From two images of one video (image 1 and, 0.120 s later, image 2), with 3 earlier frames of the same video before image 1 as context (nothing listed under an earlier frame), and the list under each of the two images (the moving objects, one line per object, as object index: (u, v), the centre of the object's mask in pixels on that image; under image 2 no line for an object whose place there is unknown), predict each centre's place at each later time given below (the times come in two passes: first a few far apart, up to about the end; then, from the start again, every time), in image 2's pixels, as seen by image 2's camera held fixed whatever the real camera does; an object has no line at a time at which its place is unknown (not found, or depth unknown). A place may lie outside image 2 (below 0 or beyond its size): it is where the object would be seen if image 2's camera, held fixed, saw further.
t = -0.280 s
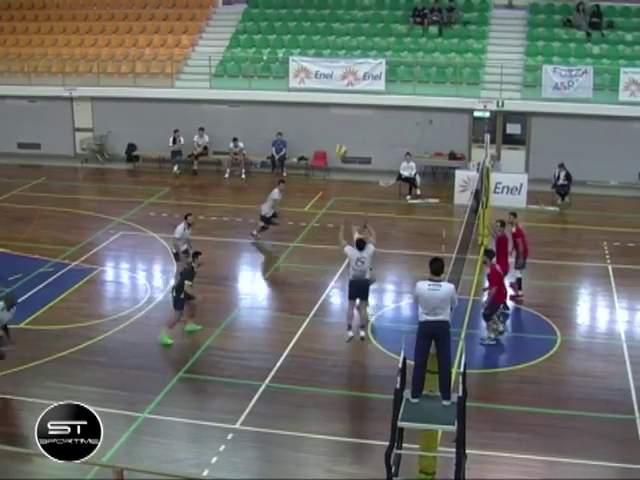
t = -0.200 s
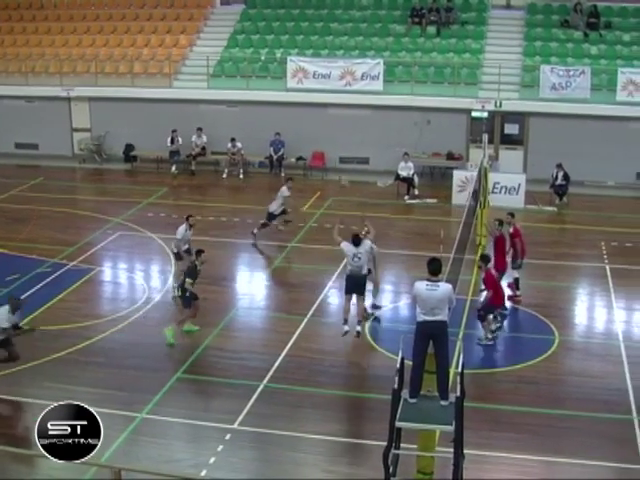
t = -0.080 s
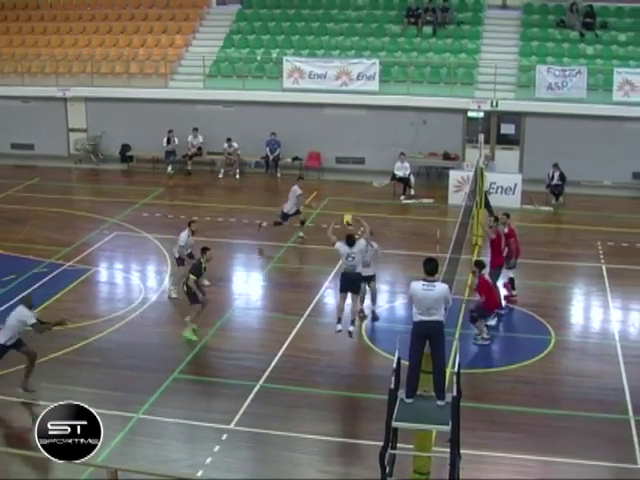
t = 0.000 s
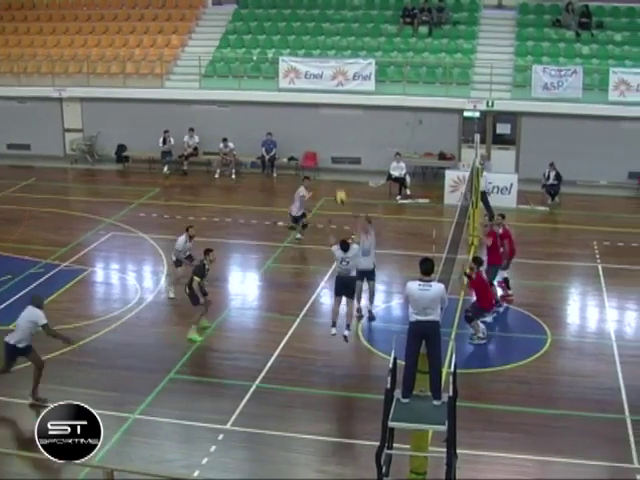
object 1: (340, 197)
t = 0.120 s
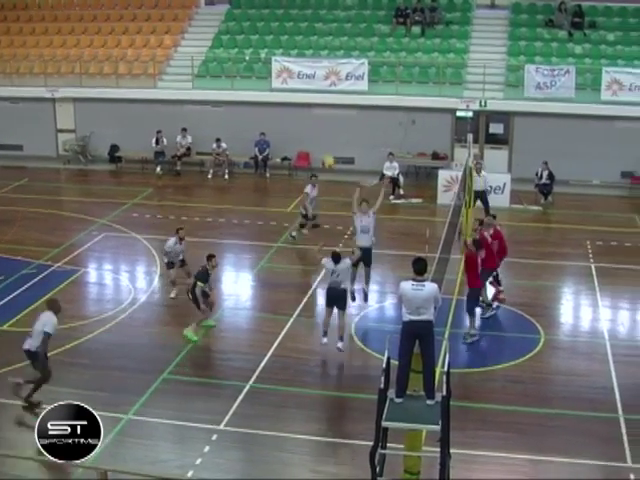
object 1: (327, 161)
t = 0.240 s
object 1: (321, 134)
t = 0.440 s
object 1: (308, 106)
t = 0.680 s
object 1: (296, 107)
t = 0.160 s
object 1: (325, 152)
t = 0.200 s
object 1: (323, 142)
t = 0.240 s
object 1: (321, 134)
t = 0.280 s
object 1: (319, 126)
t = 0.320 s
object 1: (316, 120)
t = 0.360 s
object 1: (313, 115)
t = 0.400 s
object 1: (312, 109)
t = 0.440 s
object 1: (308, 106)
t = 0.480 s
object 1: (306, 104)
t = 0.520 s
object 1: (304, 103)
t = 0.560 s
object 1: (302, 103)
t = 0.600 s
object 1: (299, 104)
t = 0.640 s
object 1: (298, 106)
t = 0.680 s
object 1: (296, 107)
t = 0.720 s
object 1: (293, 111)
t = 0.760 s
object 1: (290, 117)
